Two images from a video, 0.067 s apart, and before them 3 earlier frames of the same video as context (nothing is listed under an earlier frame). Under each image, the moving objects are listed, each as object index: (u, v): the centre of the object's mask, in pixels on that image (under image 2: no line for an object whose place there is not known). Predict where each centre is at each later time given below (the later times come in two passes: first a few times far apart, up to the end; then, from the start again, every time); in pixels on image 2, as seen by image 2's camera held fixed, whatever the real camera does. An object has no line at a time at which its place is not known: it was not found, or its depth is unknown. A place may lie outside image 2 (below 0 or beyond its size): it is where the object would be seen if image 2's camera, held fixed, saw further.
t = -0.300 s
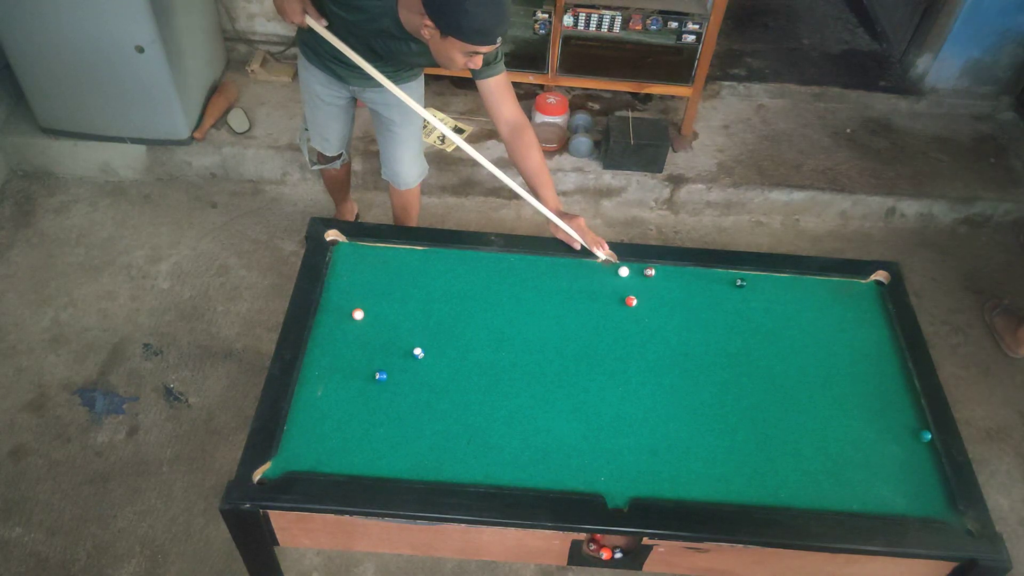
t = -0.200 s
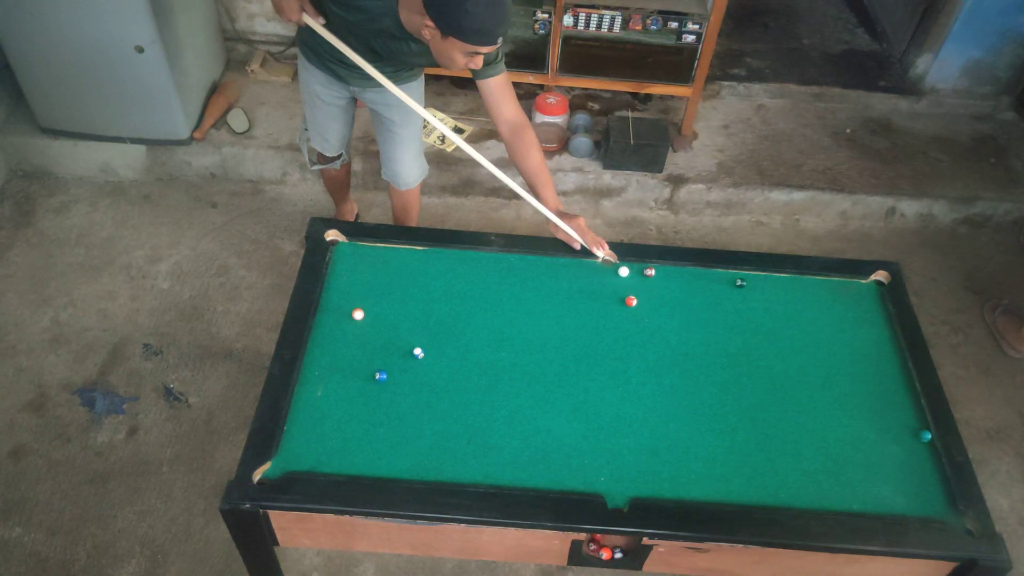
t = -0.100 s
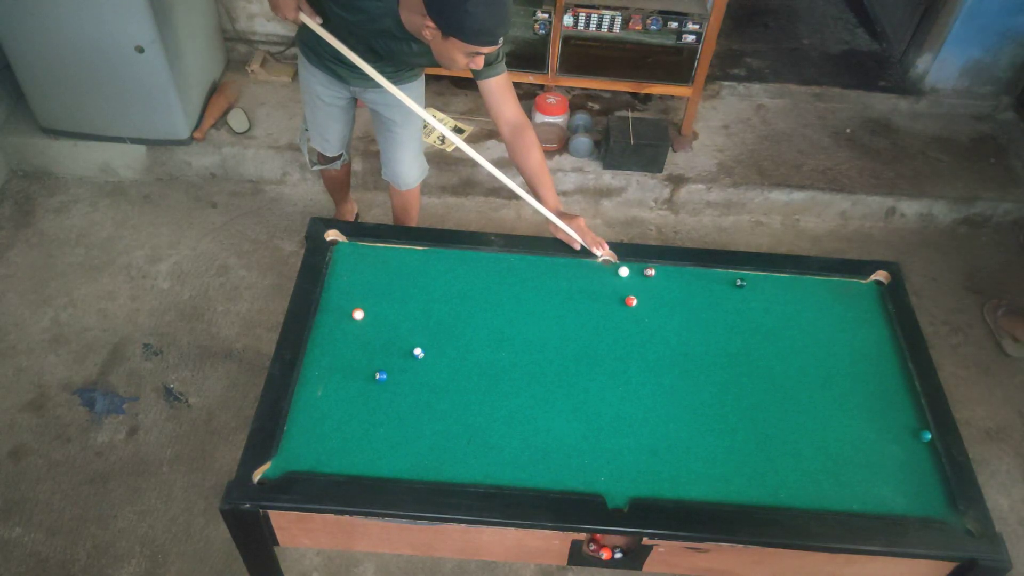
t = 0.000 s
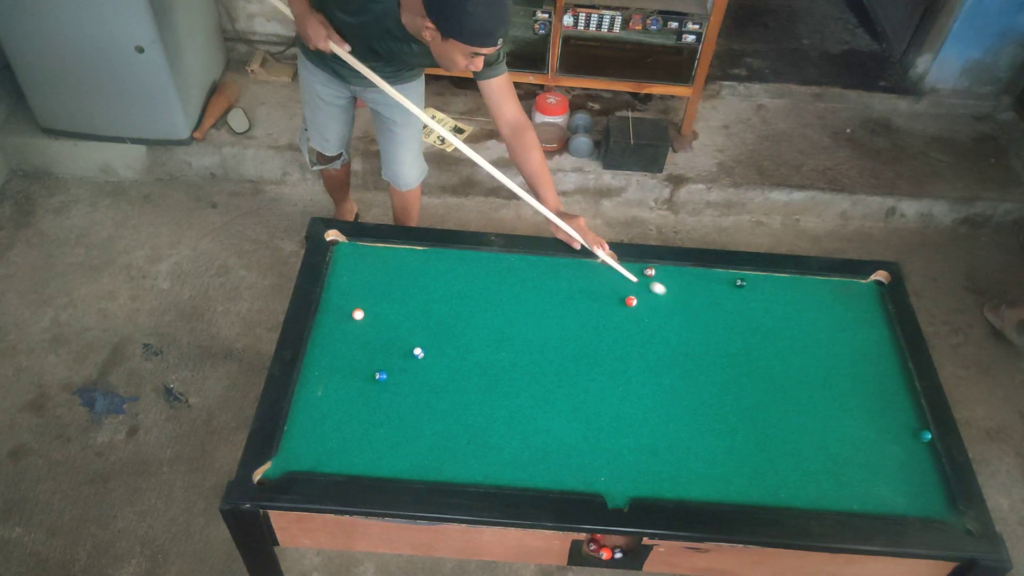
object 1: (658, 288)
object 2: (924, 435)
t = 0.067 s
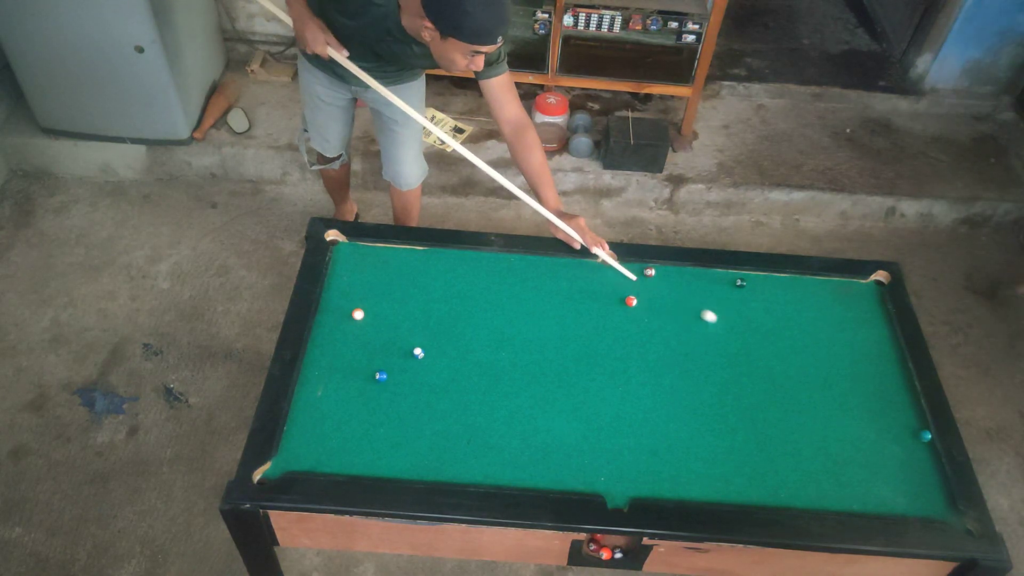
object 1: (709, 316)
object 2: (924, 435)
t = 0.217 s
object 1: (814, 372)
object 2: (924, 435)
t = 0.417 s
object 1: (918, 422)
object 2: (926, 445)
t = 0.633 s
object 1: (889, 421)
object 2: (915, 478)
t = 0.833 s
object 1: (871, 424)
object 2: (907, 502)
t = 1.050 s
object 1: (859, 425)
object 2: (897, 508)
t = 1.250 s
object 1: (853, 425)
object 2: (886, 500)
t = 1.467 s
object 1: (850, 425)
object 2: (880, 497)
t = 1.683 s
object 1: (850, 425)
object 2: (878, 497)
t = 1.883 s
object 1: (850, 425)
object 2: (879, 497)
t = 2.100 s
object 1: (850, 425)
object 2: (878, 497)
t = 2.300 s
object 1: (850, 425)
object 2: (879, 497)
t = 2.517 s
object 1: (850, 425)
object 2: (879, 497)
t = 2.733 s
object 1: (850, 425)
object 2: (879, 497)
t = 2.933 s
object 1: (850, 425)
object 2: (878, 497)
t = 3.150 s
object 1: (850, 425)
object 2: (879, 497)
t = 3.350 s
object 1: (850, 425)
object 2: (878, 497)
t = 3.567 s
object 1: (850, 425)
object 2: (878, 497)
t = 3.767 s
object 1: (850, 425)
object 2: (878, 497)
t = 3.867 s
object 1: (850, 425)
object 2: (878, 497)
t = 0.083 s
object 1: (721, 323)
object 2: (924, 435)
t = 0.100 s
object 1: (733, 330)
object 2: (924, 435)
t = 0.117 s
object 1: (745, 336)
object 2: (923, 435)
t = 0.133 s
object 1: (757, 343)
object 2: (923, 435)
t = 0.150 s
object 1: (769, 349)
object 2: (923, 435)
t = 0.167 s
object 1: (781, 355)
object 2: (924, 435)
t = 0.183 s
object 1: (792, 361)
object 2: (924, 435)
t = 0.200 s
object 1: (803, 367)
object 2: (924, 435)
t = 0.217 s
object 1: (814, 372)
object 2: (924, 435)
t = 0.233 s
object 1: (825, 378)
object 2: (924, 435)
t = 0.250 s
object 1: (835, 384)
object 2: (924, 435)
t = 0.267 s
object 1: (846, 389)
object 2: (924, 435)
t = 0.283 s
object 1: (857, 395)
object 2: (924, 435)
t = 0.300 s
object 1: (867, 400)
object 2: (924, 435)
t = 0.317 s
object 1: (878, 406)
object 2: (924, 435)
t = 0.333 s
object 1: (889, 411)
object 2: (925, 435)
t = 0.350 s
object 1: (899, 417)
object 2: (925, 435)
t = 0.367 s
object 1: (910, 423)
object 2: (924, 435)
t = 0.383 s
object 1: (918, 425)
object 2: (927, 438)
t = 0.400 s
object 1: (921, 424)
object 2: (926, 441)
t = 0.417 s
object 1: (918, 422)
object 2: (926, 445)
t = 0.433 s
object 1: (915, 421)
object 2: (925, 449)
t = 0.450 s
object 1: (912, 420)
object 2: (924, 452)
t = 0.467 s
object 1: (909, 420)
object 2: (923, 454)
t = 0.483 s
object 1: (906, 420)
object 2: (922, 457)
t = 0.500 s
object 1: (904, 420)
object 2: (921, 459)
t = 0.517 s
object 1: (902, 420)
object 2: (921, 462)
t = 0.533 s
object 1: (900, 420)
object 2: (920, 464)
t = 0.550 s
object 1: (898, 420)
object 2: (920, 467)
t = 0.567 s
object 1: (896, 420)
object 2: (919, 470)
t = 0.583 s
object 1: (894, 420)
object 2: (918, 472)
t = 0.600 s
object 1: (892, 420)
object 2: (918, 474)
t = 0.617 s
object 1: (890, 420)
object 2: (916, 477)
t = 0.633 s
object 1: (889, 421)
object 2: (915, 478)
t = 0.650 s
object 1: (887, 421)
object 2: (915, 480)
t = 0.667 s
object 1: (885, 421)
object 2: (914, 482)
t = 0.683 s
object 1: (884, 421)
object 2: (914, 484)
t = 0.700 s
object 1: (882, 421)
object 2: (913, 486)
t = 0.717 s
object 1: (881, 422)
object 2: (912, 489)
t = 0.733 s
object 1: (879, 422)
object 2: (911, 491)
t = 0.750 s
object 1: (878, 422)
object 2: (911, 493)
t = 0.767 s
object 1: (876, 423)
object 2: (910, 495)
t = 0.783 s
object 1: (875, 423)
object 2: (908, 496)
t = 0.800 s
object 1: (874, 423)
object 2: (908, 498)
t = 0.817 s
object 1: (872, 423)
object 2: (907, 500)
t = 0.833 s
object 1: (871, 424)
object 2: (907, 502)
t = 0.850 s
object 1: (870, 424)
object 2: (906, 504)
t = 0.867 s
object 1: (869, 424)
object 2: (906, 505)
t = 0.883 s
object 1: (868, 424)
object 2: (906, 506)
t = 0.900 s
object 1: (867, 424)
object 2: (905, 508)
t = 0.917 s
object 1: (866, 425)
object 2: (904, 510)
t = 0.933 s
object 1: (865, 425)
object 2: (904, 512)
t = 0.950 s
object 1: (864, 425)
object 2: (903, 513)
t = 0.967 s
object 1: (864, 425)
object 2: (902, 512)
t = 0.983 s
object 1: (862, 425)
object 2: (901, 511)
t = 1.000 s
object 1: (862, 425)
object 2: (900, 510)
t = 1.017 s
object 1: (861, 425)
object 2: (899, 509)
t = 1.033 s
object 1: (860, 425)
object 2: (898, 508)
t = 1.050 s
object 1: (859, 425)
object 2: (897, 508)
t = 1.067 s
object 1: (858, 425)
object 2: (896, 506)
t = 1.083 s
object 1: (858, 425)
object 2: (895, 505)
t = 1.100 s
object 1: (857, 425)
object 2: (894, 505)
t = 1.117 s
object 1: (856, 425)
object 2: (892, 504)
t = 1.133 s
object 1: (856, 425)
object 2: (892, 503)
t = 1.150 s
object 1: (855, 425)
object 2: (891, 503)
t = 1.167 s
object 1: (855, 425)
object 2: (890, 502)
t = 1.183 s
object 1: (854, 425)
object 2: (889, 502)
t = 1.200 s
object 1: (854, 425)
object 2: (887, 501)
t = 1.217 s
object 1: (854, 425)
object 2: (887, 501)
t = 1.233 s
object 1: (853, 425)
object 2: (887, 500)
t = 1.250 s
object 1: (853, 425)
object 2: (886, 500)
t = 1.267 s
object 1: (853, 425)
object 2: (885, 500)
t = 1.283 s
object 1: (852, 425)
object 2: (885, 499)
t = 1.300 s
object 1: (852, 425)
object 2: (884, 499)
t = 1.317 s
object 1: (852, 426)
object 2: (884, 498)
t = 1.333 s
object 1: (852, 425)
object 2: (883, 498)
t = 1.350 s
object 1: (851, 425)
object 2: (883, 498)
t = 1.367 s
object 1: (851, 425)
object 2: (882, 497)
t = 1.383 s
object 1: (851, 425)
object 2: (882, 497)
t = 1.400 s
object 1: (851, 425)
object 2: (881, 497)
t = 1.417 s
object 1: (851, 425)
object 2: (881, 497)
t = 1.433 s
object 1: (851, 425)
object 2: (880, 497)
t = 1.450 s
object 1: (850, 425)
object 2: (880, 497)
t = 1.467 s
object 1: (850, 425)
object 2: (880, 497)
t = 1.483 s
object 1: (850, 425)
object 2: (879, 497)
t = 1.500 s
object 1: (850, 425)
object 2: (879, 497)
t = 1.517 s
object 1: (850, 425)
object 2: (879, 497)
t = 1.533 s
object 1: (850, 425)
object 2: (878, 497)
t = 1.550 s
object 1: (850, 425)
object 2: (878, 497)
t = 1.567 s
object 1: (850, 425)
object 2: (878, 497)
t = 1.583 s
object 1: (850, 425)
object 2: (878, 497)
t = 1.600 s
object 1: (850, 425)
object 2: (878, 497)
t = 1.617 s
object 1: (850, 425)
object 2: (878, 497)
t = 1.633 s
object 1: (850, 425)
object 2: (878, 497)
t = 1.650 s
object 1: (850, 425)
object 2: (878, 497)
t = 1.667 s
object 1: (850, 425)
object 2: (879, 497)
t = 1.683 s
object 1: (850, 425)
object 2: (878, 497)
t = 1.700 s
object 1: (850, 425)
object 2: (879, 497)
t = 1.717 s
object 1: (850, 425)
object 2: (879, 497)
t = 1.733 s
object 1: (850, 425)
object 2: (879, 497)
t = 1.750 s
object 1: (850, 425)
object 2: (879, 497)
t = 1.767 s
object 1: (850, 425)
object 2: (878, 497)
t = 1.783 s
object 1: (850, 425)
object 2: (879, 497)
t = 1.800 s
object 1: (850, 425)
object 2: (878, 497)
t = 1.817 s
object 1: (850, 425)
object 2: (879, 497)
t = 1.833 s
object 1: (850, 425)
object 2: (879, 497)
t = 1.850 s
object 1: (850, 425)
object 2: (879, 497)
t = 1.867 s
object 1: (850, 425)
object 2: (879, 497)
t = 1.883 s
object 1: (850, 425)
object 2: (879, 497)
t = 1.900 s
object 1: (850, 425)
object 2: (878, 497)
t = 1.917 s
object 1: (850, 425)
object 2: (878, 497)
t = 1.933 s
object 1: (850, 425)
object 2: (878, 497)
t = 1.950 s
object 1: (850, 425)
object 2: (878, 497)
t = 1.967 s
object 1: (850, 425)
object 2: (878, 497)
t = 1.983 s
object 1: (850, 425)
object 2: (879, 497)
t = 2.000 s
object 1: (850, 425)
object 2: (878, 497)
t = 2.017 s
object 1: (850, 425)
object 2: (878, 497)
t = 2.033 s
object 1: (850, 425)
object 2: (878, 497)
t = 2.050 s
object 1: (850, 425)
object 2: (878, 497)
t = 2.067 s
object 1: (850, 425)
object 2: (878, 497)
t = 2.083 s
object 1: (850, 425)
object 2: (878, 497)
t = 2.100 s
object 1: (850, 425)
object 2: (878, 497)
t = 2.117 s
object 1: (850, 425)
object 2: (879, 497)
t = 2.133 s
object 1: (850, 425)
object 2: (879, 497)
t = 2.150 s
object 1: (850, 425)
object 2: (879, 497)
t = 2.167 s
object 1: (850, 425)
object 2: (879, 497)
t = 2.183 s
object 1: (850, 425)
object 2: (879, 497)
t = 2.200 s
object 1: (850, 425)
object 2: (879, 497)
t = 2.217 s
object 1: (850, 425)
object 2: (879, 497)
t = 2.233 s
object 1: (850, 425)
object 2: (879, 497)
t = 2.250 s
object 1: (850, 425)
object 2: (879, 497)
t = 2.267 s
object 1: (850, 425)
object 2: (879, 497)
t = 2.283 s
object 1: (850, 425)
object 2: (879, 497)
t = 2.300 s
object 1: (850, 425)
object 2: (879, 497)
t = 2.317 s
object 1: (850, 425)
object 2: (879, 497)
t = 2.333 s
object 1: (850, 425)
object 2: (879, 497)
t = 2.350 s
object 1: (850, 425)
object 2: (879, 497)
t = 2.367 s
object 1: (850, 425)
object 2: (879, 497)
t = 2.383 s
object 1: (850, 425)
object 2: (879, 497)
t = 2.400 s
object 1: (850, 425)
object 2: (879, 497)
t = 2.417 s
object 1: (850, 425)
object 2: (879, 497)
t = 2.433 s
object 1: (850, 425)
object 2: (879, 497)
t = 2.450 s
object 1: (850, 425)
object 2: (879, 497)
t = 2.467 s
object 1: (850, 425)
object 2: (879, 497)
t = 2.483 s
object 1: (850, 425)
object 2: (879, 497)
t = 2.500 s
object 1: (850, 425)
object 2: (879, 497)
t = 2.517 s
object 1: (850, 425)
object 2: (879, 497)
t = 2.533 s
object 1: (850, 425)
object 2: (879, 497)
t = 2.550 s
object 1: (850, 425)
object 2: (879, 497)
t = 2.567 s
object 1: (850, 425)
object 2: (879, 497)
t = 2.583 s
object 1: (850, 425)
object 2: (879, 497)
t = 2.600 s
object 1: (850, 425)
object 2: (879, 497)
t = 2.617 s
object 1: (850, 425)
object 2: (879, 497)
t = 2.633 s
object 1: (850, 425)
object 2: (879, 497)
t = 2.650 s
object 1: (850, 425)
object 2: (879, 497)
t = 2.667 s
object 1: (850, 425)
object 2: (879, 497)
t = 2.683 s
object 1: (850, 425)
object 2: (879, 497)
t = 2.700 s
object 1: (850, 425)
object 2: (879, 497)
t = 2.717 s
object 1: (850, 425)
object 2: (879, 497)
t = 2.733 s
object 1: (850, 425)
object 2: (879, 497)
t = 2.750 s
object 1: (850, 425)
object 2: (878, 497)
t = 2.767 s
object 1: (850, 425)
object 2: (878, 497)
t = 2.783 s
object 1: (850, 425)
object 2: (878, 497)
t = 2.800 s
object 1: (850, 425)
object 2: (878, 497)
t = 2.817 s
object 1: (850, 425)
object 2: (878, 497)
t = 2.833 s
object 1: (850, 425)
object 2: (878, 497)
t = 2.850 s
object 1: (850, 425)
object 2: (879, 497)
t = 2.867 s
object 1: (850, 425)
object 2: (878, 497)
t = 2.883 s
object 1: (850, 425)
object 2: (879, 497)
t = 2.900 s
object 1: (850, 425)
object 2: (879, 497)
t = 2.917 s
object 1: (850, 425)
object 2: (878, 497)
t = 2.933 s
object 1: (850, 425)
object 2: (878, 497)
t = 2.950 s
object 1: (850, 425)
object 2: (878, 497)
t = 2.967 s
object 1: (850, 425)
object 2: (878, 497)
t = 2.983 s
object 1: (850, 425)
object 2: (878, 497)
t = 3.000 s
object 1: (850, 425)
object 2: (879, 497)
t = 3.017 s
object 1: (850, 425)
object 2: (878, 497)
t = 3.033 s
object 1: (850, 425)
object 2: (879, 497)
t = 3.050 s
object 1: (850, 425)
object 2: (879, 497)
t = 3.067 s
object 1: (850, 425)
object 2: (879, 497)
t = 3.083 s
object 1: (850, 425)
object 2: (879, 497)
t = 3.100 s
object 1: (850, 425)
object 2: (879, 497)
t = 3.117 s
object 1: (850, 425)
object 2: (879, 497)
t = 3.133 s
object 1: (850, 425)
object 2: (878, 497)
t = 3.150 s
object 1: (850, 425)
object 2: (879, 497)
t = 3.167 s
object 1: (850, 425)
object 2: (879, 497)
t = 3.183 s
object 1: (850, 425)
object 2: (879, 497)
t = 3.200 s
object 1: (850, 425)
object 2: (879, 497)
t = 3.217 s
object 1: (850, 425)
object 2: (879, 497)
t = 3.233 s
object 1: (850, 425)
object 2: (878, 497)
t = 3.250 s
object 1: (850, 425)
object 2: (879, 497)
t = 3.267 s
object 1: (850, 425)
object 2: (879, 497)
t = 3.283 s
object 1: (850, 425)
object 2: (878, 497)
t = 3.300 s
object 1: (850, 425)
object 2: (878, 497)
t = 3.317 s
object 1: (850, 425)
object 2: (878, 497)
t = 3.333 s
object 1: (850, 425)
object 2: (878, 497)
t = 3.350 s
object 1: (850, 425)
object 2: (878, 497)
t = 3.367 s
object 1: (850, 425)
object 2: (878, 497)
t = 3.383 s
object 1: (850, 425)
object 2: (878, 497)
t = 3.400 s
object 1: (850, 425)
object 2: (878, 497)
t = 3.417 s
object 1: (850, 425)
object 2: (878, 497)
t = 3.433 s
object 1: (850, 425)
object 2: (878, 497)
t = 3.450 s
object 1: (850, 425)
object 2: (879, 497)
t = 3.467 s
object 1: (850, 425)
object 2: (879, 497)
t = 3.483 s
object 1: (850, 425)
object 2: (879, 497)
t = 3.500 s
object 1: (850, 425)
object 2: (878, 497)
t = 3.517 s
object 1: (850, 425)
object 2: (878, 497)
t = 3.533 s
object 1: (850, 425)
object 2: (879, 497)
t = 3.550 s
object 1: (850, 425)
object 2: (878, 497)
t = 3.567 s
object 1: (850, 425)
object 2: (878, 497)
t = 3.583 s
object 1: (850, 425)
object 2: (878, 497)
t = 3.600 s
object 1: (850, 425)
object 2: (878, 497)
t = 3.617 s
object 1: (850, 425)
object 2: (878, 497)
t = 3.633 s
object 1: (850, 425)
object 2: (878, 497)
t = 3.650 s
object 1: (850, 425)
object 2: (878, 497)
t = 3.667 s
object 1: (850, 425)
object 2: (878, 497)
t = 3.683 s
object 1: (850, 425)
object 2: (878, 497)
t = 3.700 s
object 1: (850, 425)
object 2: (878, 497)
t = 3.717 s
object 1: (850, 425)
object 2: (878, 497)
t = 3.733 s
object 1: (850, 425)
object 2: (878, 497)
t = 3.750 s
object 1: (850, 425)
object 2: (878, 497)
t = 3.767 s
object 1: (850, 425)
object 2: (878, 497)
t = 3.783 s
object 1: (850, 425)
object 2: (878, 497)
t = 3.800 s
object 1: (850, 425)
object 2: (878, 497)
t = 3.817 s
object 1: (850, 425)
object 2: (878, 497)
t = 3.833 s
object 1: (850, 425)
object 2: (878, 497)
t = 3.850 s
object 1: (850, 425)
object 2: (878, 497)
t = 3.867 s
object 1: (850, 425)
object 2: (878, 497)
